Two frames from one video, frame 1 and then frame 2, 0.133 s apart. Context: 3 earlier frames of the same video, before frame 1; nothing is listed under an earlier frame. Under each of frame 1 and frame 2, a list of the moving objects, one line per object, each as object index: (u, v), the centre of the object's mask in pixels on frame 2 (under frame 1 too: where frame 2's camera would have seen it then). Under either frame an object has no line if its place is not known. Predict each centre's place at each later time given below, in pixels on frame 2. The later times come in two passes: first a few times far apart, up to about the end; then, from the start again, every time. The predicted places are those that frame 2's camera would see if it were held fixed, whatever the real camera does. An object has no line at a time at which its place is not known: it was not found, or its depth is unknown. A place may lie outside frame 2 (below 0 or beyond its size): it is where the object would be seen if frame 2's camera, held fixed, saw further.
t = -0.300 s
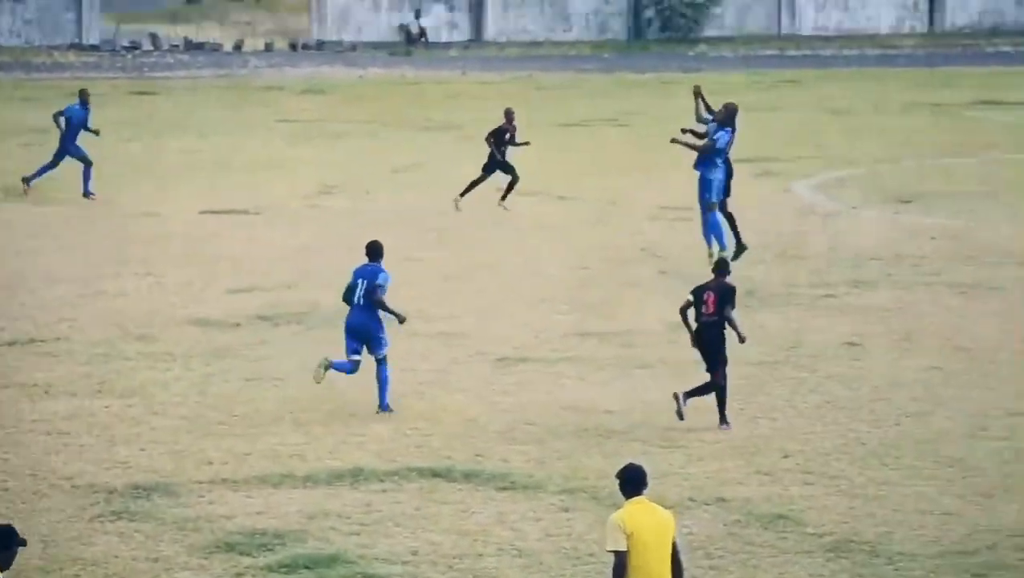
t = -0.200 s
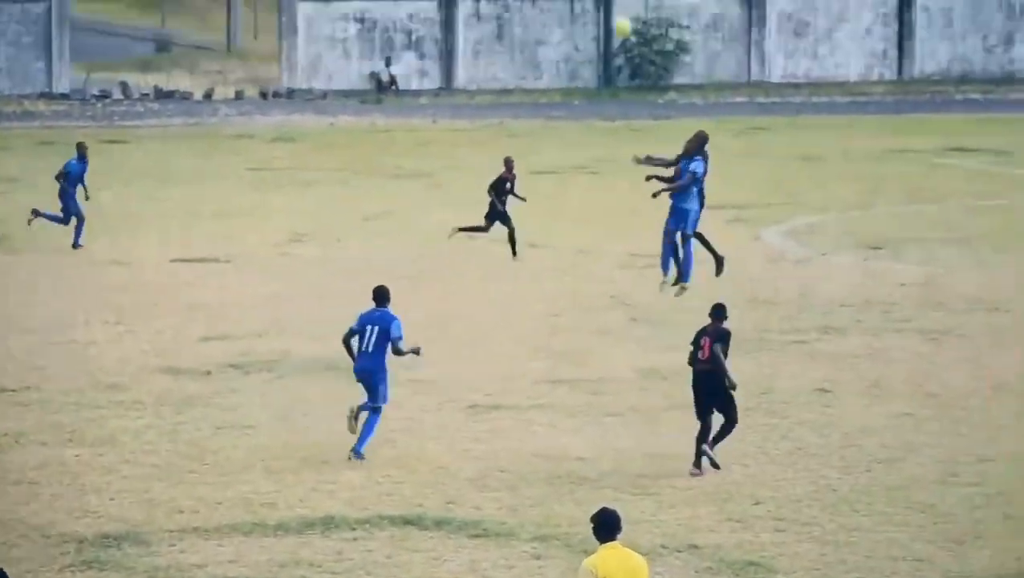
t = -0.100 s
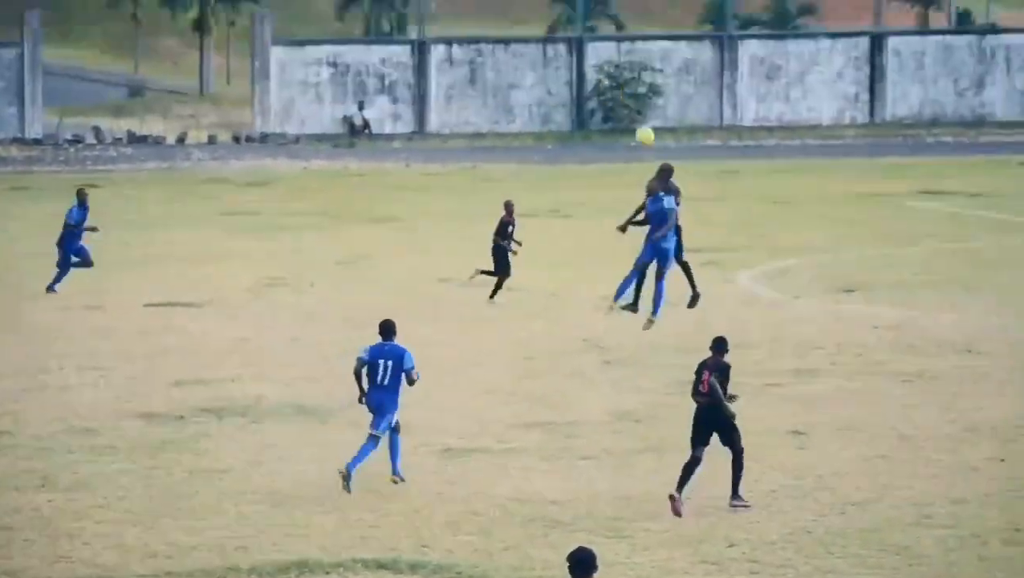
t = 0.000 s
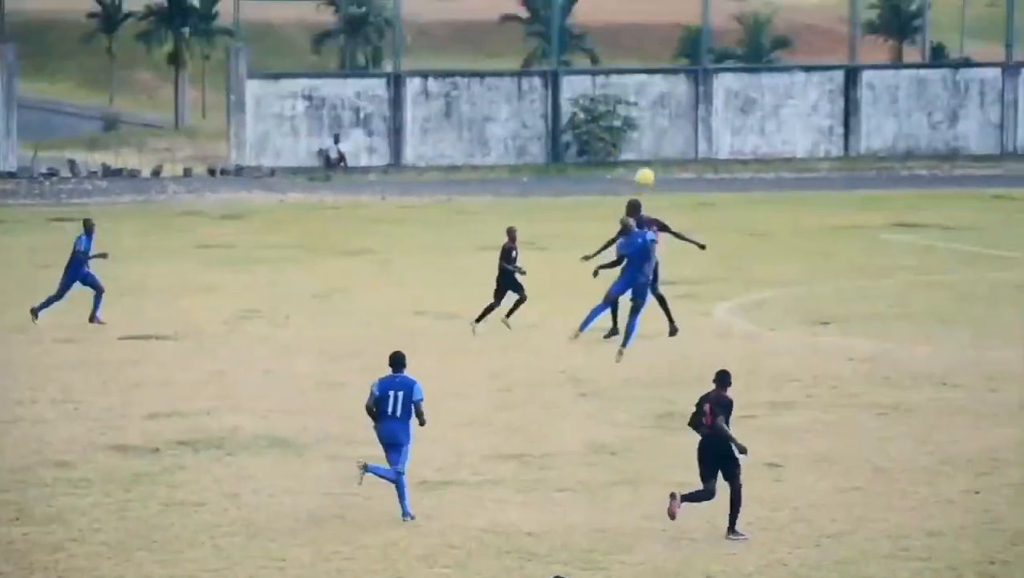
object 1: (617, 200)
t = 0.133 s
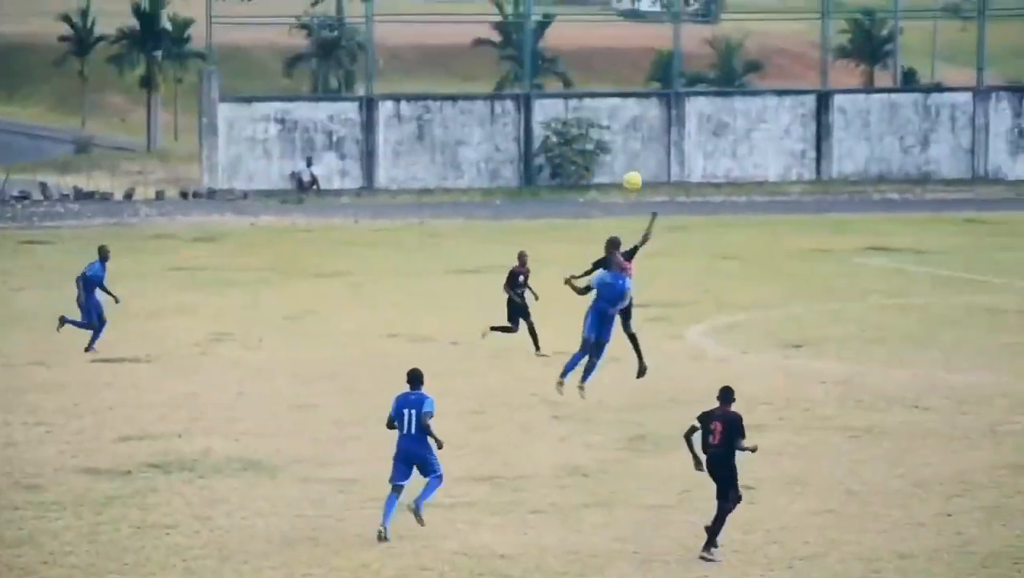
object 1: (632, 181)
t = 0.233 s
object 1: (645, 176)
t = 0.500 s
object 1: (679, 201)
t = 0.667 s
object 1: (703, 248)
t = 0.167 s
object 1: (636, 179)
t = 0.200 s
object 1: (640, 177)
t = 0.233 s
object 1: (645, 176)
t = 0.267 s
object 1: (648, 176)
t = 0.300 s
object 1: (653, 176)
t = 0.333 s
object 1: (657, 179)
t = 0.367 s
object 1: (661, 181)
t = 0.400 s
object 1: (665, 184)
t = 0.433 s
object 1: (670, 189)
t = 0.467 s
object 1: (675, 195)
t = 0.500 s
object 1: (679, 201)
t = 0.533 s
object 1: (683, 207)
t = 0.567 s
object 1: (689, 216)
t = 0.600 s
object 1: (693, 226)
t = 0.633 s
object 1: (698, 238)
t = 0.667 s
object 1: (703, 248)
